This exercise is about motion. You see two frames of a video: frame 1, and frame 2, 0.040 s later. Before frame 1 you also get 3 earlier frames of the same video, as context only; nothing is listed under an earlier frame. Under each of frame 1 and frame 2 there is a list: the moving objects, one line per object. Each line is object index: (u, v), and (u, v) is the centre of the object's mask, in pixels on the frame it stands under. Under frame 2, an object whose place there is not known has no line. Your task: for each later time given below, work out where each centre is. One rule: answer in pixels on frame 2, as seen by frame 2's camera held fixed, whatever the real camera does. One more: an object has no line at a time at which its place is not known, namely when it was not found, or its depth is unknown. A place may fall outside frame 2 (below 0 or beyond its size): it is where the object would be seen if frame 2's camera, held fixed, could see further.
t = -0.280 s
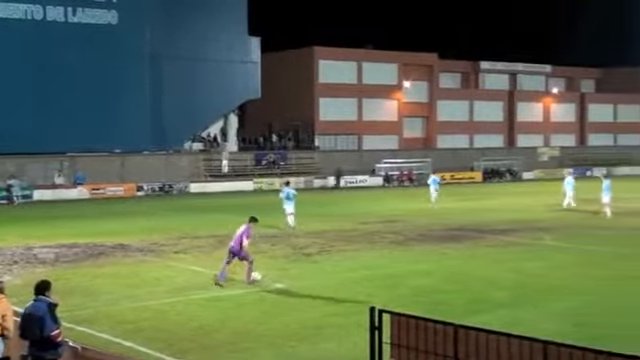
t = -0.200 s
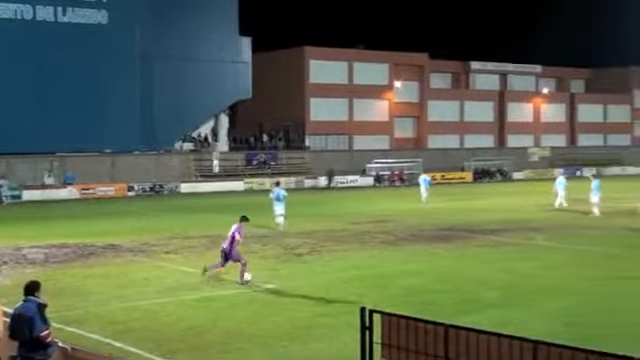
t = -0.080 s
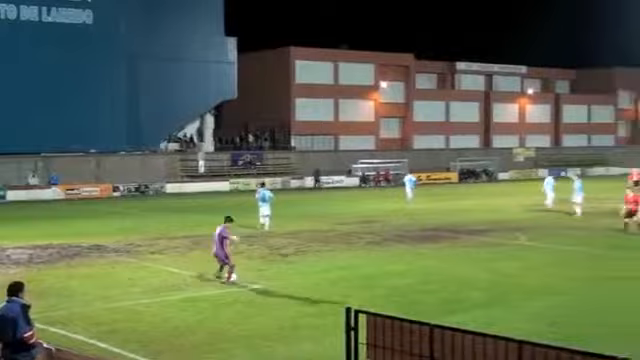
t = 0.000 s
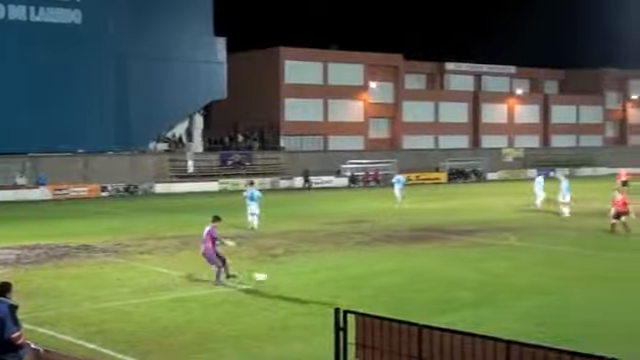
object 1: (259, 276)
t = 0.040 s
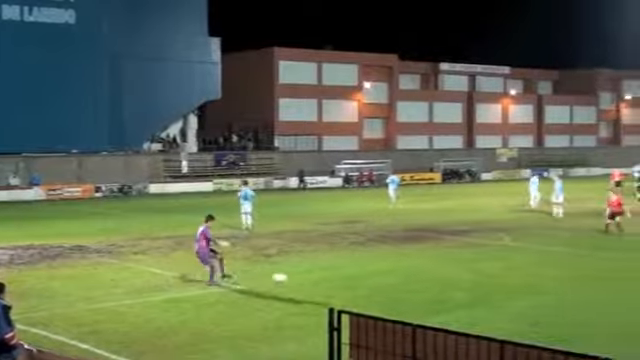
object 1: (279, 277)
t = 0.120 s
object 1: (333, 281)
